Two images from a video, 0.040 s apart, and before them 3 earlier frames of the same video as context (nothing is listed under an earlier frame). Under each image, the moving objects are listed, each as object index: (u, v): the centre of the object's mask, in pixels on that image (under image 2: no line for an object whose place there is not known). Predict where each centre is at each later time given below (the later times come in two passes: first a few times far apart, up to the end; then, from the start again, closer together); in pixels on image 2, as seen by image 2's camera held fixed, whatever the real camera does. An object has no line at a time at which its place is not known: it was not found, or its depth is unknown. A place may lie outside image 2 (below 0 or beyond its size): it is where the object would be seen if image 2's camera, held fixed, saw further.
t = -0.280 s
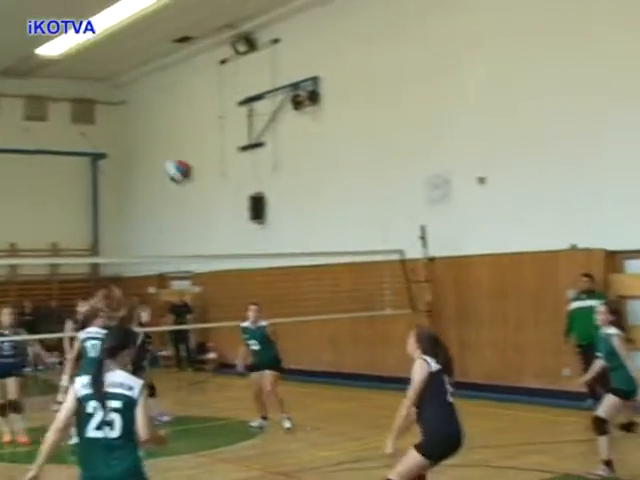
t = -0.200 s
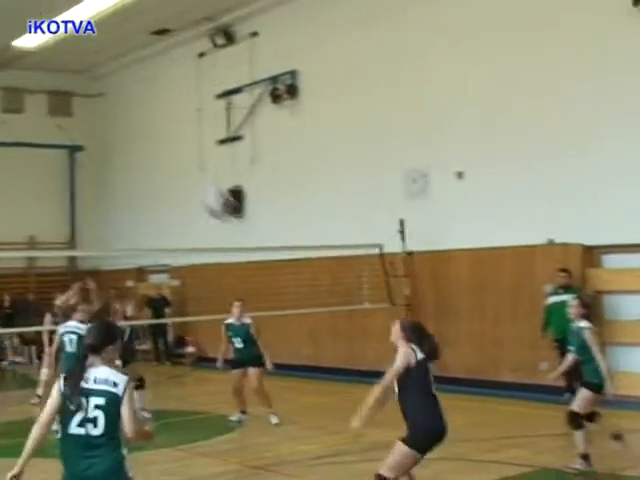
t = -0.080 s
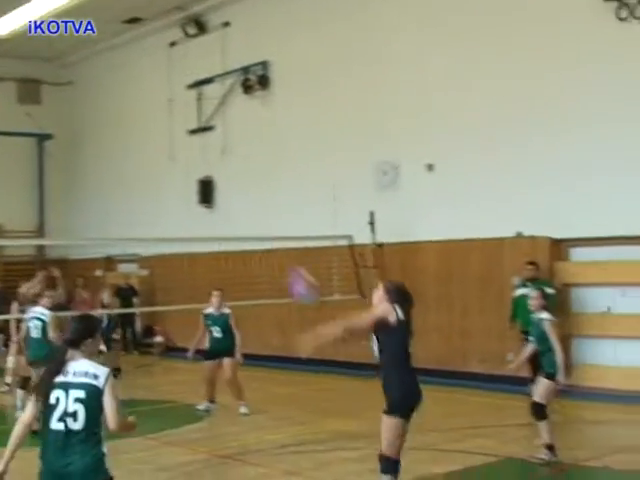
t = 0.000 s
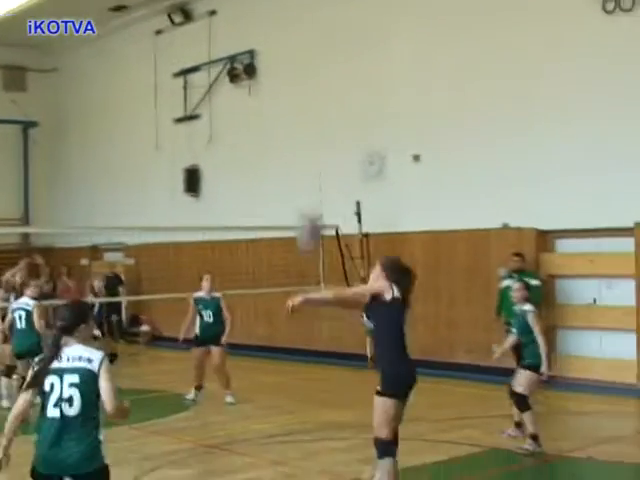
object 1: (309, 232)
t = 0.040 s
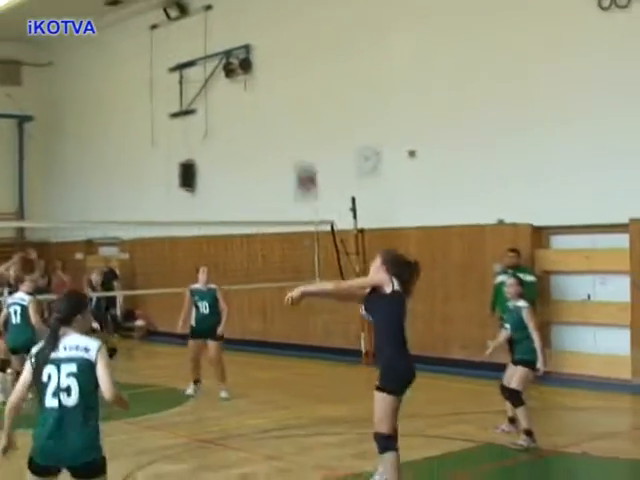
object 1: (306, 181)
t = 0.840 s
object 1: (273, -99)
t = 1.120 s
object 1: (271, -23)
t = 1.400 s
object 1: (270, 105)
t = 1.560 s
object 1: (268, 196)
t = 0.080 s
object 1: (300, 137)
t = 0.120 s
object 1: (298, 103)
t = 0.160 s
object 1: (297, 70)
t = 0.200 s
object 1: (293, 41)
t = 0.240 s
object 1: (290, 12)
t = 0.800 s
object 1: (273, -106)
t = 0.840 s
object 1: (273, -99)
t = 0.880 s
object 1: (273, -92)
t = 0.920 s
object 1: (272, -83)
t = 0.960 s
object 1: (272, -72)
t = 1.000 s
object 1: (271, -61)
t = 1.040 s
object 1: (271, -48)
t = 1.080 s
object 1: (270, -36)
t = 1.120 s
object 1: (271, -23)
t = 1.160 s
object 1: (271, -8)
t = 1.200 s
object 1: (271, 8)
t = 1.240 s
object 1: (270, 26)
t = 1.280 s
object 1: (271, 44)
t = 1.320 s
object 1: (272, 63)
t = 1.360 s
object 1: (271, 84)
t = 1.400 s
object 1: (270, 105)
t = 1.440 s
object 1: (269, 126)
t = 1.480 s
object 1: (269, 149)
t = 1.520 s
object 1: (269, 171)
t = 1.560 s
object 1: (268, 196)
